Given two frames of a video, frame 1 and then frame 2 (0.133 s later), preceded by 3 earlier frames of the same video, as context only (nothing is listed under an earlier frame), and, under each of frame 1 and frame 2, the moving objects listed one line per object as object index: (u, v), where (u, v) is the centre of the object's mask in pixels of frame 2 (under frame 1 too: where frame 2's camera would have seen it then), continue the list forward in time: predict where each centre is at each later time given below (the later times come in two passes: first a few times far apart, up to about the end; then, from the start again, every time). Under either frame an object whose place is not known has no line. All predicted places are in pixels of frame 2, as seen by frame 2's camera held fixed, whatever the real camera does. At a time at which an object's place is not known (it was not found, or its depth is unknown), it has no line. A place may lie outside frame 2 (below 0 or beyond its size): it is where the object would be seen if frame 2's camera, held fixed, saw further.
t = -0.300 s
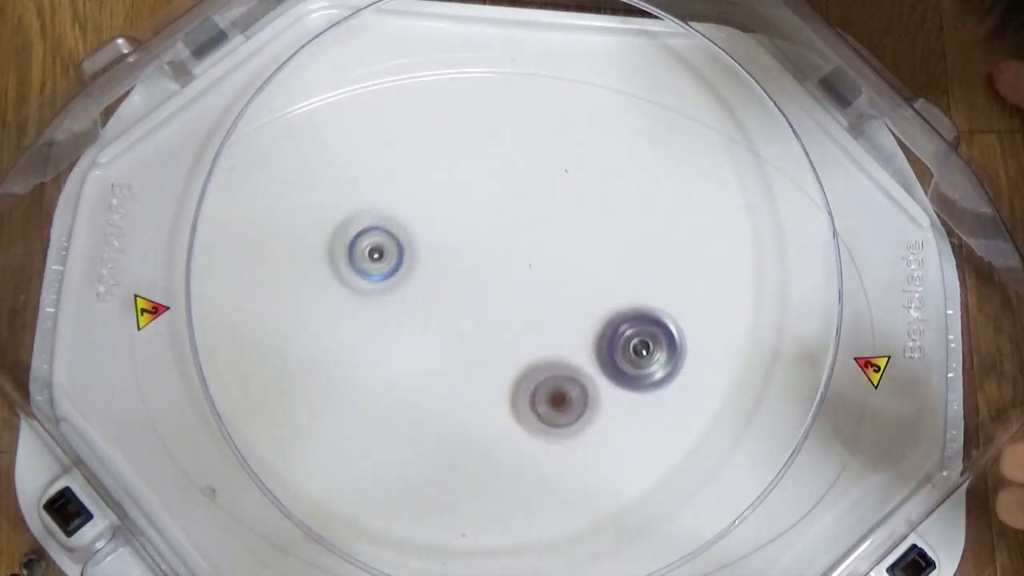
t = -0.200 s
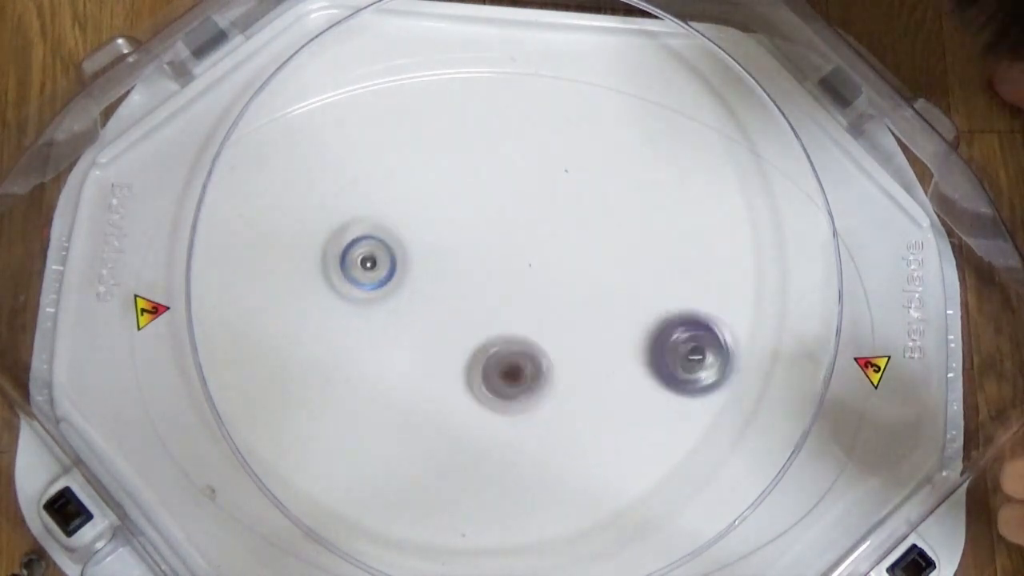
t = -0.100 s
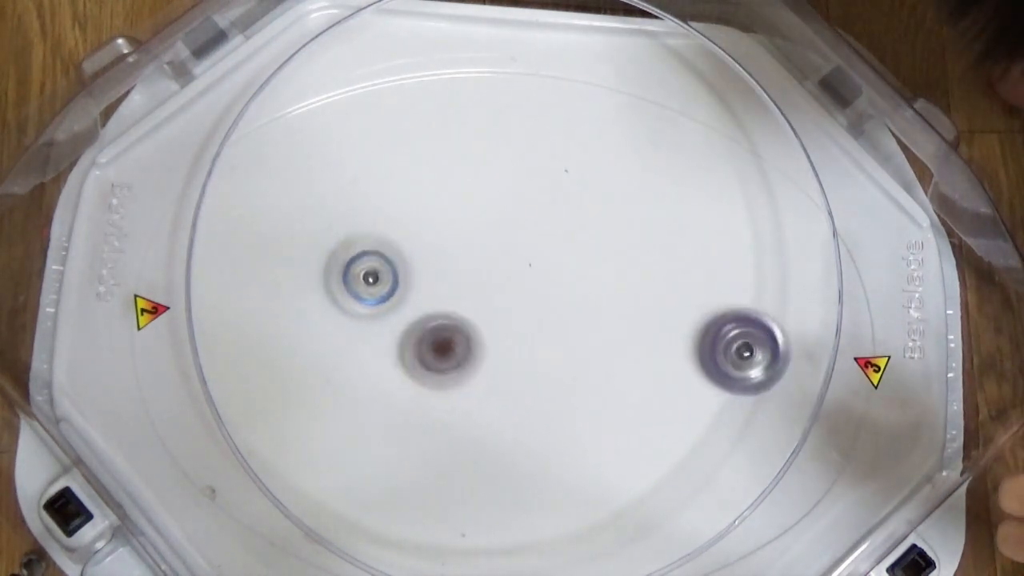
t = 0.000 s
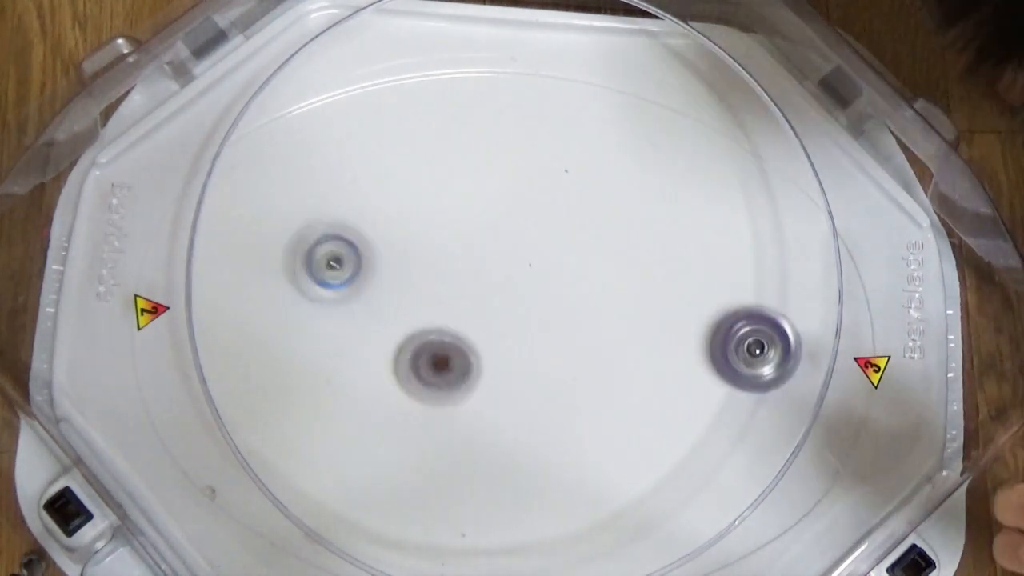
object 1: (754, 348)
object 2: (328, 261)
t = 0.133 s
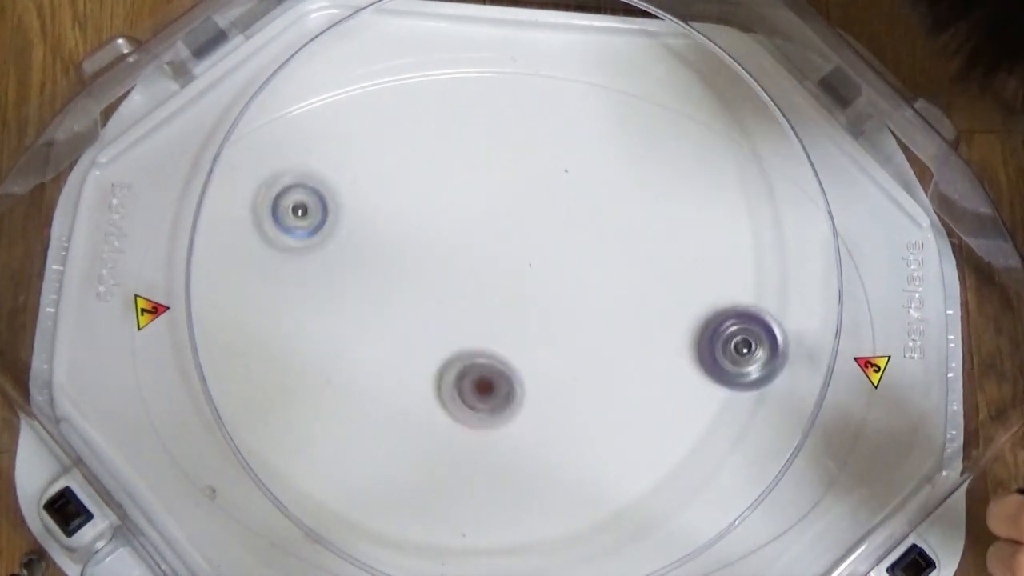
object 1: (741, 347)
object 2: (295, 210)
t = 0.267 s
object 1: (714, 352)
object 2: (317, 186)
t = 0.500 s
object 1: (646, 362)
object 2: (416, 265)
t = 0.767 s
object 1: (873, 446)
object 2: (220, 199)
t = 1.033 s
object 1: (870, 386)
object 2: (239, 196)
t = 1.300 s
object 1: (728, 344)
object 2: (256, 280)
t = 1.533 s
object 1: (598, 349)
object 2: (276, 362)
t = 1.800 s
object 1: (757, 412)
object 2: (316, 409)
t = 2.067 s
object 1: (744, 377)
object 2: (422, 383)
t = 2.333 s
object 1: (681, 347)
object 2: (585, 359)
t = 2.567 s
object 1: (707, 303)
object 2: (556, 381)
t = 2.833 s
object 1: (688, 271)
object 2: (598, 434)
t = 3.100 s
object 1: (646, 258)
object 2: (670, 544)
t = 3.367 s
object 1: (590, 264)
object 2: (658, 450)
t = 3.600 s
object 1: (542, 271)
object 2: (716, 338)
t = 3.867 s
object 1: (498, 282)
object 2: (766, 242)
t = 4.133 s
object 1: (472, 280)
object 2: (748, 214)
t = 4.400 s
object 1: (464, 277)
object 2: (616, 261)
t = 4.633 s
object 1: (407, 271)
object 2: (510, 313)
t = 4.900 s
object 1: (347, 259)
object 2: (470, 357)
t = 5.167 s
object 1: (347, 254)
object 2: (424, 323)
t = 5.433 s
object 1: (379, 270)
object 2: (486, 303)
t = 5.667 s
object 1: (416, 310)
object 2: (527, 346)
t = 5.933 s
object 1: (386, 337)
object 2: (570, 407)
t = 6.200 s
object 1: (364, 352)
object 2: (645, 431)
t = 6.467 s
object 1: (372, 336)
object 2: (654, 374)
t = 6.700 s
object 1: (398, 320)
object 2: (661, 348)
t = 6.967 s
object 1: (449, 320)
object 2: (603, 341)
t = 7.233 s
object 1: (351, 330)
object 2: (653, 305)
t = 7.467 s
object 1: (398, 456)
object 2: (732, 281)
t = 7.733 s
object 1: (438, 437)
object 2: (743, 279)
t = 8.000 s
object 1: (477, 393)
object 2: (632, 307)
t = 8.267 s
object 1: (479, 396)
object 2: (533, 304)
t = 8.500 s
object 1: (479, 388)
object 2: (463, 277)
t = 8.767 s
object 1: (490, 359)
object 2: (425, 271)
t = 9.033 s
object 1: (521, 344)
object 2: (419, 318)
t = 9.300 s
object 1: (542, 360)
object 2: (423, 360)
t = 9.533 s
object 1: (546, 375)
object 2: (440, 354)
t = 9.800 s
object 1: (621, 380)
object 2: (357, 299)
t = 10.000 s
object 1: (621, 379)
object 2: (358, 265)
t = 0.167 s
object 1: (736, 348)
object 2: (296, 201)
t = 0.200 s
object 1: (729, 349)
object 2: (300, 192)
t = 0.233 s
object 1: (721, 351)
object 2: (307, 188)
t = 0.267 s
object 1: (714, 352)
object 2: (317, 186)
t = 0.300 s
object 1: (705, 354)
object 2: (331, 190)
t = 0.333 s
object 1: (696, 356)
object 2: (344, 194)
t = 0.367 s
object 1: (687, 357)
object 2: (359, 201)
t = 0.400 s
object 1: (677, 359)
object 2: (375, 213)
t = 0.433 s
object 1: (667, 360)
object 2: (390, 227)
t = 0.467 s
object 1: (656, 361)
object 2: (403, 246)
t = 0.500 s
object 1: (646, 362)
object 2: (416, 265)
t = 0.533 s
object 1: (636, 362)
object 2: (419, 284)
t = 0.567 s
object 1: (636, 367)
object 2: (385, 276)
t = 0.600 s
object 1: (685, 388)
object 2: (351, 267)
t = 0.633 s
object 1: (732, 408)
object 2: (319, 255)
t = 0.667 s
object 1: (775, 425)
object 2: (292, 243)
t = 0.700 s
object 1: (819, 440)
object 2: (267, 230)
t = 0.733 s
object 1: (851, 447)
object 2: (242, 214)
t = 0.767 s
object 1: (873, 446)
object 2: (220, 199)
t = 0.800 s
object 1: (888, 443)
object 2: (199, 185)
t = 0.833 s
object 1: (898, 438)
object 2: (187, 175)
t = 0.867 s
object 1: (903, 432)
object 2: (190, 173)
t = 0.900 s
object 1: (904, 424)
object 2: (199, 175)
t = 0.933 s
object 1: (901, 415)
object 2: (212, 180)
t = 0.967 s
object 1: (893, 407)
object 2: (225, 188)
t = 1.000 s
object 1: (883, 399)
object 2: (236, 191)
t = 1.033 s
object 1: (870, 386)
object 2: (239, 196)
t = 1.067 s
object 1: (854, 376)
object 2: (244, 204)
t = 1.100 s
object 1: (833, 366)
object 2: (250, 214)
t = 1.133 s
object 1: (817, 361)
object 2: (251, 222)
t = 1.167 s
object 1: (802, 355)
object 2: (253, 232)
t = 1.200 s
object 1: (782, 350)
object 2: (253, 243)
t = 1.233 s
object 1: (766, 347)
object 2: (254, 255)
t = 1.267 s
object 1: (747, 345)
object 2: (255, 267)
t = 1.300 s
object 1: (728, 344)
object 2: (256, 280)
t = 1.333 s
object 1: (709, 343)
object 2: (258, 292)
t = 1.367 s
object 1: (689, 345)
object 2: (260, 304)
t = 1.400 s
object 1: (671, 344)
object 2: (264, 315)
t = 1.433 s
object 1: (652, 345)
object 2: (267, 329)
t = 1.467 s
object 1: (634, 346)
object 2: (270, 340)
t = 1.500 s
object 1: (615, 347)
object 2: (274, 352)
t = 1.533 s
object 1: (598, 349)
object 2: (276, 362)
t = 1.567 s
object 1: (582, 351)
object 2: (279, 371)
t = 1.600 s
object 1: (614, 364)
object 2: (283, 380)
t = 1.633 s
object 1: (651, 380)
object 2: (287, 388)
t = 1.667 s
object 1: (683, 393)
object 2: (290, 395)
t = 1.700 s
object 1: (711, 403)
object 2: (296, 400)
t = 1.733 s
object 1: (731, 409)
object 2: (301, 404)
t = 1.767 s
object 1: (748, 412)
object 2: (308, 408)
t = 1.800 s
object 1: (757, 412)
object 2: (316, 409)
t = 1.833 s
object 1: (761, 409)
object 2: (325, 409)
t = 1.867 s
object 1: (763, 404)
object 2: (336, 406)
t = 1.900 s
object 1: (763, 400)
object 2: (348, 404)
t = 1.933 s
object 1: (762, 395)
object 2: (361, 401)
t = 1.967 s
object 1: (759, 390)
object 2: (374, 398)
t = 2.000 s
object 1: (755, 386)
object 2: (389, 394)
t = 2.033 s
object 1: (750, 381)
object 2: (405, 389)
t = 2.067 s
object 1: (744, 377)
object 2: (422, 383)
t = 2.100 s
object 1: (737, 372)
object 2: (441, 377)
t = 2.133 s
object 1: (730, 369)
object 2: (460, 371)
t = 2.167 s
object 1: (722, 364)
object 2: (480, 367)
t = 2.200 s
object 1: (714, 361)
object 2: (500, 364)
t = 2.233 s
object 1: (706, 358)
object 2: (522, 360)
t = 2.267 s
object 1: (697, 353)
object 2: (544, 359)
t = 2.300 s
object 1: (689, 349)
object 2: (565, 358)
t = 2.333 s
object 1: (681, 347)
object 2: (585, 359)
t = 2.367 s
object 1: (690, 341)
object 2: (592, 364)
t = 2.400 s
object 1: (701, 334)
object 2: (590, 371)
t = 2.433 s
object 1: (706, 327)
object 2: (588, 377)
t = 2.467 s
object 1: (709, 320)
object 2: (582, 381)
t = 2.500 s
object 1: (709, 314)
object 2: (574, 383)
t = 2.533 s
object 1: (708, 308)
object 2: (567, 383)
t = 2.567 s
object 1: (707, 303)
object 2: (556, 381)
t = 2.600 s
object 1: (706, 298)
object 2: (545, 377)
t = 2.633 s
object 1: (704, 294)
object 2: (534, 372)
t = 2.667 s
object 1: (703, 289)
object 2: (525, 363)
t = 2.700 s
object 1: (700, 285)
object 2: (516, 353)
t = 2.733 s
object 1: (697, 281)
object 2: (511, 342)
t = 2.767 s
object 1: (695, 277)
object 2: (529, 357)
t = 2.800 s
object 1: (691, 274)
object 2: (564, 398)
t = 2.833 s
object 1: (688, 271)
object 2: (598, 434)
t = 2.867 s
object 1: (684, 269)
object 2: (623, 466)
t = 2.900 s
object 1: (679, 266)
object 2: (645, 493)
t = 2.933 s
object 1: (676, 265)
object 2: (655, 507)
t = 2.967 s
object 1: (671, 263)
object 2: (669, 528)
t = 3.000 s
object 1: (665, 261)
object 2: (679, 545)
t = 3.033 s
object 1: (659, 260)
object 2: (681, 548)
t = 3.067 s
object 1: (653, 258)
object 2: (676, 548)
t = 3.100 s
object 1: (646, 258)
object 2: (670, 544)
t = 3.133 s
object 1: (639, 258)
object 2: (665, 538)
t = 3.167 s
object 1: (632, 258)
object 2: (660, 532)
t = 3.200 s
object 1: (625, 259)
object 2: (655, 519)
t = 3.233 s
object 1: (618, 260)
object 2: (652, 507)
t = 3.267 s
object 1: (611, 260)
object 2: (651, 493)
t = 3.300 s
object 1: (604, 262)
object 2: (651, 479)
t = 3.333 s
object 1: (597, 263)
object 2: (654, 465)
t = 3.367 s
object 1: (590, 264)
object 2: (658, 450)
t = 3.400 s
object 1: (583, 265)
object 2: (664, 434)
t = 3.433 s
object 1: (576, 266)
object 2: (671, 417)
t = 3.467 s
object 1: (569, 267)
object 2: (679, 402)
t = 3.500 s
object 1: (563, 268)
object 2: (688, 386)
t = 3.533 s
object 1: (556, 269)
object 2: (698, 369)
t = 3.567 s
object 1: (549, 270)
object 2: (707, 353)
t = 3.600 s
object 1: (542, 271)
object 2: (716, 338)
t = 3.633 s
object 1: (536, 272)
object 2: (723, 323)
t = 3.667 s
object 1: (530, 274)
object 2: (731, 309)
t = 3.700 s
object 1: (524, 275)
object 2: (740, 295)
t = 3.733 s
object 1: (518, 277)
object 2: (747, 284)
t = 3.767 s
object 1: (513, 278)
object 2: (752, 273)
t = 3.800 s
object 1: (507, 279)
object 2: (757, 262)
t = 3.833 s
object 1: (503, 281)
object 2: (762, 250)
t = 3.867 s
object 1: (498, 282)
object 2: (766, 242)
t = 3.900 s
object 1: (494, 284)
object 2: (769, 233)
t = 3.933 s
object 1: (490, 284)
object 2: (770, 225)
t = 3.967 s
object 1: (487, 284)
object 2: (770, 219)
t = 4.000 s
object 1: (483, 284)
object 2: (769, 215)
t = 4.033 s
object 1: (480, 283)
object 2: (766, 213)
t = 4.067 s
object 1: (478, 282)
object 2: (761, 211)
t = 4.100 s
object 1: (475, 281)
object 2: (755, 212)
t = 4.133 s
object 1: (472, 280)
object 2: (748, 214)
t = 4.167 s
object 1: (470, 279)
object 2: (739, 217)
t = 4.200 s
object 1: (468, 278)
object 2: (728, 222)
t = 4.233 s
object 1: (467, 277)
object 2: (712, 228)
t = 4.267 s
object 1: (466, 277)
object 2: (695, 234)
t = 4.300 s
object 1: (465, 277)
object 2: (678, 241)
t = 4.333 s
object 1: (464, 277)
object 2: (659, 247)
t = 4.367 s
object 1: (464, 276)
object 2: (638, 254)
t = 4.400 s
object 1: (464, 277)
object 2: (616, 261)
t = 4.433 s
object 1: (464, 277)
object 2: (593, 268)
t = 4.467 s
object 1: (464, 278)
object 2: (569, 274)
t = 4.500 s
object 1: (460, 278)
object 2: (550, 280)
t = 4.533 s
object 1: (448, 277)
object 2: (537, 288)
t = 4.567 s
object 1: (439, 277)
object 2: (524, 297)
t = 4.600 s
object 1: (427, 275)
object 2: (515, 306)
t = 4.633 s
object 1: (407, 271)
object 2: (510, 313)
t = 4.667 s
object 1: (390, 267)
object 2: (508, 318)
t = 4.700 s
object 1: (378, 266)
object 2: (505, 324)
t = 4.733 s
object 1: (369, 265)
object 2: (503, 330)
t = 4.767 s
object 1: (363, 264)
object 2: (499, 337)
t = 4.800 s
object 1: (358, 263)
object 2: (494, 343)
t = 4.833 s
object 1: (353, 262)
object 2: (487, 349)
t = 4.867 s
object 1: (349, 260)
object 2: (480, 354)
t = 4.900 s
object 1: (347, 259)
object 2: (470, 357)
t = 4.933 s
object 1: (345, 257)
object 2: (458, 358)
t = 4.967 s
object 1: (343, 256)
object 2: (447, 357)
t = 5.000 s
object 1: (343, 256)
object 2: (438, 354)
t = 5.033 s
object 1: (342, 255)
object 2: (431, 349)
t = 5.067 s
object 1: (343, 254)
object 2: (427, 343)
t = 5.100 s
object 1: (344, 254)
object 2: (424, 337)
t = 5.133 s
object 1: (345, 254)
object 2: (423, 329)
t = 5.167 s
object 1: (347, 254)
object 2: (424, 323)
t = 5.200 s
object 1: (350, 254)
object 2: (427, 316)
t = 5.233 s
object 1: (354, 255)
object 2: (434, 309)
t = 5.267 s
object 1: (357, 257)
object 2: (441, 304)
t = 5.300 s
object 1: (361, 259)
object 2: (449, 302)
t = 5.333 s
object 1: (365, 261)
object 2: (457, 300)
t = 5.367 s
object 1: (369, 263)
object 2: (468, 298)
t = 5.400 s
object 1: (374, 266)
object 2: (477, 300)
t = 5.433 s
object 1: (379, 270)
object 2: (486, 303)
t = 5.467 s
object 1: (384, 275)
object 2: (494, 306)
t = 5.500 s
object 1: (389, 279)
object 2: (503, 310)
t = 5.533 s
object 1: (395, 284)
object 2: (511, 315)
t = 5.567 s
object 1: (400, 290)
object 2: (518, 320)
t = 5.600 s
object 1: (405, 296)
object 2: (524, 328)
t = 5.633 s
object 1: (411, 303)
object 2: (526, 337)
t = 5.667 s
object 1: (416, 310)
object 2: (527, 346)
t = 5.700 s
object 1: (421, 317)
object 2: (527, 354)
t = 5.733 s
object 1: (427, 325)
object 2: (525, 362)
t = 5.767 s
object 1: (432, 333)
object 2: (521, 368)
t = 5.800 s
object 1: (437, 341)
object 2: (517, 374)
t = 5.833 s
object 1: (421, 338)
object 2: (528, 382)
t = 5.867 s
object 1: (406, 337)
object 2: (543, 393)
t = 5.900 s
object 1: (394, 336)
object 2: (555, 399)
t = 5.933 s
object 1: (386, 337)
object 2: (570, 407)
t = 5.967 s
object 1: (380, 340)
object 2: (583, 415)
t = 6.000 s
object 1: (375, 342)
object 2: (594, 420)
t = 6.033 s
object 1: (373, 347)
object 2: (606, 425)
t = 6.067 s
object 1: (371, 349)
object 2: (616, 428)
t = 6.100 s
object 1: (369, 351)
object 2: (626, 430)
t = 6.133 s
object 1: (367, 352)
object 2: (634, 433)
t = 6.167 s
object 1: (366, 352)
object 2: (641, 431)
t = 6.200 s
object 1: (364, 352)
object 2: (645, 431)
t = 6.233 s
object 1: (364, 351)
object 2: (649, 428)
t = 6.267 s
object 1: (364, 350)
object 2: (653, 423)
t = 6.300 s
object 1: (364, 349)
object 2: (654, 417)
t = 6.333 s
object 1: (365, 347)
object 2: (657, 410)
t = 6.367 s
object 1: (367, 345)
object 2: (656, 405)
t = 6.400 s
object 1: (368, 342)
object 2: (656, 396)
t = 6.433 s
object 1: (370, 339)
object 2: (654, 387)
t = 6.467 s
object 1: (372, 336)
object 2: (654, 374)
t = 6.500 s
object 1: (374, 333)
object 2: (652, 366)
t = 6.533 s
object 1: (379, 331)
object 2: (652, 354)
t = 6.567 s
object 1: (382, 328)
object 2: (655, 347)
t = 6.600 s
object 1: (386, 325)
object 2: (659, 344)
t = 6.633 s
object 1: (389, 323)
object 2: (660, 346)
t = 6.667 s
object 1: (393, 321)
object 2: (661, 347)
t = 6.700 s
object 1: (398, 320)
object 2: (661, 348)
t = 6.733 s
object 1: (404, 318)
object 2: (658, 351)
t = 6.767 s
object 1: (410, 317)
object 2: (654, 351)
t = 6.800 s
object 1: (416, 316)
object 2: (650, 350)
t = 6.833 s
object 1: (423, 316)
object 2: (644, 352)
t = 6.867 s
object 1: (429, 317)
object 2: (635, 351)
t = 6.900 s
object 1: (436, 317)
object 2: (625, 349)
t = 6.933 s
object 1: (442, 319)
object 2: (614, 345)
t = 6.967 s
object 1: (449, 320)
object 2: (603, 341)
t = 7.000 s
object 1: (455, 322)
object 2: (592, 336)
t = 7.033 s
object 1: (462, 324)
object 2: (580, 331)
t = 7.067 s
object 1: (468, 326)
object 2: (569, 324)
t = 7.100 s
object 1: (473, 329)
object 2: (560, 317)
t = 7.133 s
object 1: (441, 327)
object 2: (579, 312)
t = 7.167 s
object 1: (406, 327)
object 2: (607, 305)
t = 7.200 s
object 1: (375, 328)
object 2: (630, 307)
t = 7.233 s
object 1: (351, 330)
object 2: (653, 305)
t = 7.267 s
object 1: (347, 346)
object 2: (672, 305)
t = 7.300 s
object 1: (351, 373)
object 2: (683, 304)
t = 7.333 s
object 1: (356, 405)
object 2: (696, 303)
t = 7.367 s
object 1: (365, 421)
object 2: (704, 297)
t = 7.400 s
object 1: (376, 441)
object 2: (715, 294)
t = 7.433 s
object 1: (387, 450)
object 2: (725, 288)
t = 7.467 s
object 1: (398, 456)
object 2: (732, 281)
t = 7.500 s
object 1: (405, 459)
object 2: (740, 279)
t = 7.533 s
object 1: (412, 458)
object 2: (749, 276)
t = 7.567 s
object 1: (418, 456)
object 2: (751, 272)
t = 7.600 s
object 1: (423, 454)
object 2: (753, 273)
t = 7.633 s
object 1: (427, 449)
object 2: (755, 275)
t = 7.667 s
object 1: (431, 446)
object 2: (751, 275)
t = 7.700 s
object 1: (434, 441)
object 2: (748, 277)
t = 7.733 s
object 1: (438, 437)
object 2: (743, 279)
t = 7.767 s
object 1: (442, 430)
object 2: (734, 282)
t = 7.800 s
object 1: (446, 425)
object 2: (725, 286)
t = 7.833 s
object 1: (451, 420)
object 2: (711, 290)
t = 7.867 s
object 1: (455, 413)
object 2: (698, 292)
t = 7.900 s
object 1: (461, 408)
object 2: (682, 296)
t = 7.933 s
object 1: (465, 401)
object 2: (667, 300)
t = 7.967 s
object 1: (471, 397)
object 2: (650, 303)
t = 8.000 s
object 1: (477, 393)
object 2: (632, 307)
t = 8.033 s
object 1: (484, 389)
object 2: (616, 312)
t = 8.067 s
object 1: (491, 385)
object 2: (598, 315)
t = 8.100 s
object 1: (497, 383)
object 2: (581, 321)
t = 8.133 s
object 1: (500, 382)
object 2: (568, 323)
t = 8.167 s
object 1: (491, 390)
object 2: (562, 317)
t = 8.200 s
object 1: (485, 394)
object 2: (554, 314)
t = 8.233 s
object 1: (481, 397)
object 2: (544, 308)
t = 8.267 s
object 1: (479, 396)
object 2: (533, 304)
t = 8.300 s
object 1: (479, 396)
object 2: (523, 301)
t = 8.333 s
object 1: (479, 395)
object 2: (511, 297)
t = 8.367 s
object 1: (479, 394)
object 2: (501, 293)
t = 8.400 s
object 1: (480, 394)
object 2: (491, 287)
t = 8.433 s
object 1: (479, 392)
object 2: (482, 284)
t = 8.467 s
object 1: (480, 390)
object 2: (472, 281)
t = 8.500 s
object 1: (479, 388)
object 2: (463, 277)
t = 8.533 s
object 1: (479, 387)
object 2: (455, 273)
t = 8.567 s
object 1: (480, 383)
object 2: (448, 269)
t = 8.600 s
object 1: (480, 380)
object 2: (442, 268)
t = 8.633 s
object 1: (481, 375)
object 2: (438, 268)
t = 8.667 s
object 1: (483, 372)
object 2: (433, 267)
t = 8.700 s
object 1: (485, 368)
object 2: (431, 267)
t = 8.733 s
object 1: (487, 364)
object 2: (427, 269)
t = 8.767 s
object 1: (490, 359)
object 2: (425, 271)
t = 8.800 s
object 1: (493, 356)
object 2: (424, 276)
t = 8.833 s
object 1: (496, 353)
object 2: (422, 280)
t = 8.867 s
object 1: (500, 350)
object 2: (421, 283)
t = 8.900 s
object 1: (504, 347)
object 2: (420, 288)
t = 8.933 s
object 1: (509, 346)
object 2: (420, 296)
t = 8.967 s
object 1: (513, 344)
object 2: (419, 304)
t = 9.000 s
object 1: (517, 344)
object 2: (419, 310)
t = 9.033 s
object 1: (521, 344)
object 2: (419, 318)
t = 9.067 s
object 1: (525, 344)
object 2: (419, 325)
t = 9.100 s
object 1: (529, 346)
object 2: (418, 333)
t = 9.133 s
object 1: (533, 348)
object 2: (417, 340)
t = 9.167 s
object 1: (536, 350)
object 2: (417, 346)
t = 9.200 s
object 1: (538, 352)
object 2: (418, 351)
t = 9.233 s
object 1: (540, 355)
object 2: (418, 355)
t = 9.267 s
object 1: (541, 358)
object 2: (421, 358)
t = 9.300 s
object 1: (542, 360)
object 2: (423, 360)
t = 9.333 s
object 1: (543, 363)
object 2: (423, 363)
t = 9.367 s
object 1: (543, 366)
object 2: (425, 365)
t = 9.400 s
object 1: (542, 368)
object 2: (429, 365)
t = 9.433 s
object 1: (541, 369)
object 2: (432, 363)
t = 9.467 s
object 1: (539, 370)
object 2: (436, 360)
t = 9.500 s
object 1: (537, 372)
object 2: (442, 357)
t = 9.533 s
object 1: (546, 375)
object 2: (440, 354)
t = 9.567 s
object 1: (569, 377)
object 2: (427, 345)
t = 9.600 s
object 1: (586, 380)
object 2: (415, 339)
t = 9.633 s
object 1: (600, 380)
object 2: (403, 331)
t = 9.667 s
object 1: (610, 381)
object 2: (391, 324)
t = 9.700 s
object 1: (614, 380)
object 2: (380, 318)
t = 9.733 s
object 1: (617, 380)
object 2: (371, 312)
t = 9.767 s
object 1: (619, 380)
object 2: (362, 305)
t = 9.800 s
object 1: (621, 380)
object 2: (357, 299)
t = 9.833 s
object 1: (622, 380)
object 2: (351, 292)
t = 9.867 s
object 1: (622, 381)
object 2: (349, 287)
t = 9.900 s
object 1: (623, 381)
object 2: (348, 278)
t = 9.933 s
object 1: (623, 382)
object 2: (350, 273)
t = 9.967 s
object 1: (622, 380)
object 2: (353, 269)
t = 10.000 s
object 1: (621, 379)
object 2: (358, 265)
